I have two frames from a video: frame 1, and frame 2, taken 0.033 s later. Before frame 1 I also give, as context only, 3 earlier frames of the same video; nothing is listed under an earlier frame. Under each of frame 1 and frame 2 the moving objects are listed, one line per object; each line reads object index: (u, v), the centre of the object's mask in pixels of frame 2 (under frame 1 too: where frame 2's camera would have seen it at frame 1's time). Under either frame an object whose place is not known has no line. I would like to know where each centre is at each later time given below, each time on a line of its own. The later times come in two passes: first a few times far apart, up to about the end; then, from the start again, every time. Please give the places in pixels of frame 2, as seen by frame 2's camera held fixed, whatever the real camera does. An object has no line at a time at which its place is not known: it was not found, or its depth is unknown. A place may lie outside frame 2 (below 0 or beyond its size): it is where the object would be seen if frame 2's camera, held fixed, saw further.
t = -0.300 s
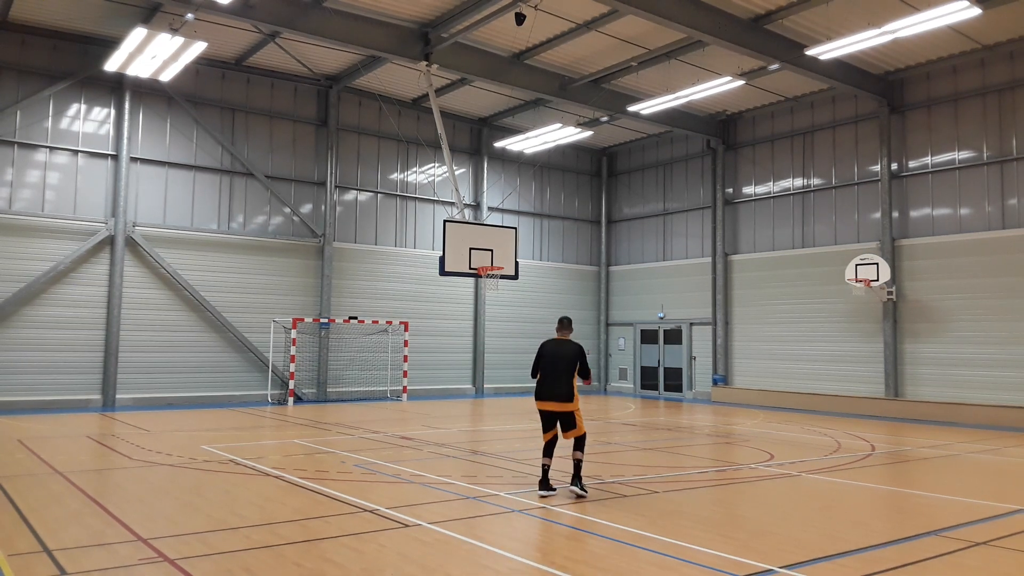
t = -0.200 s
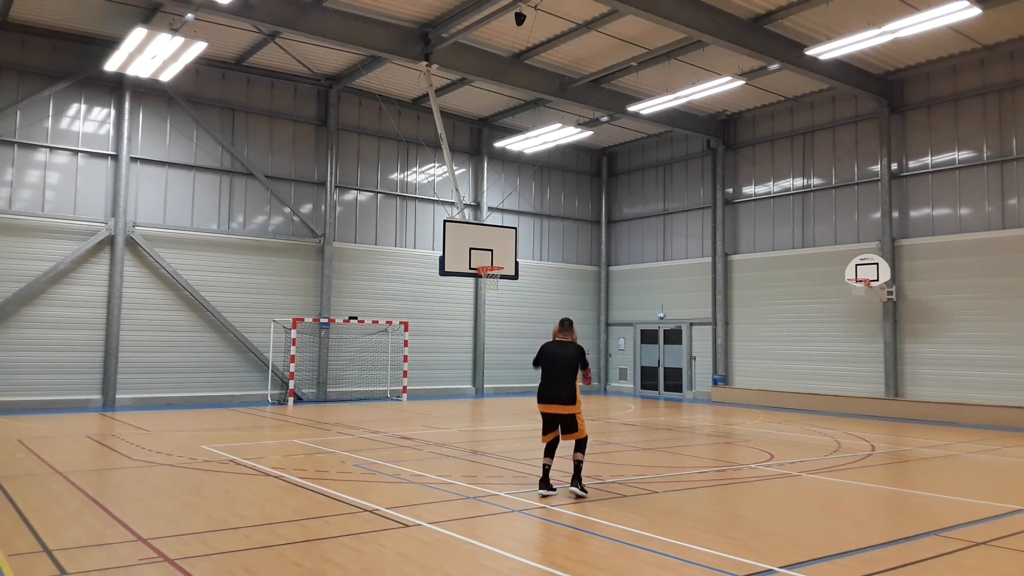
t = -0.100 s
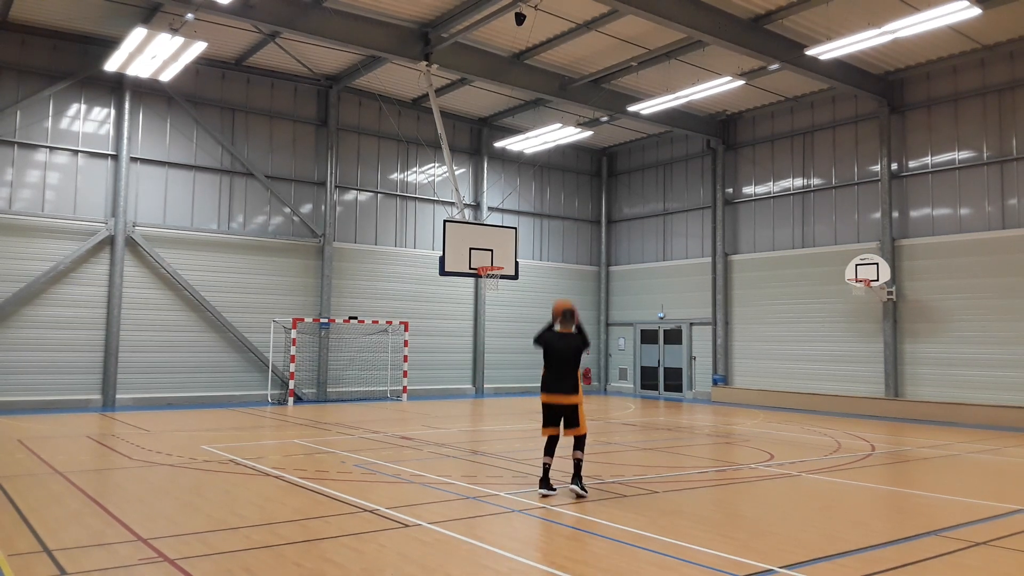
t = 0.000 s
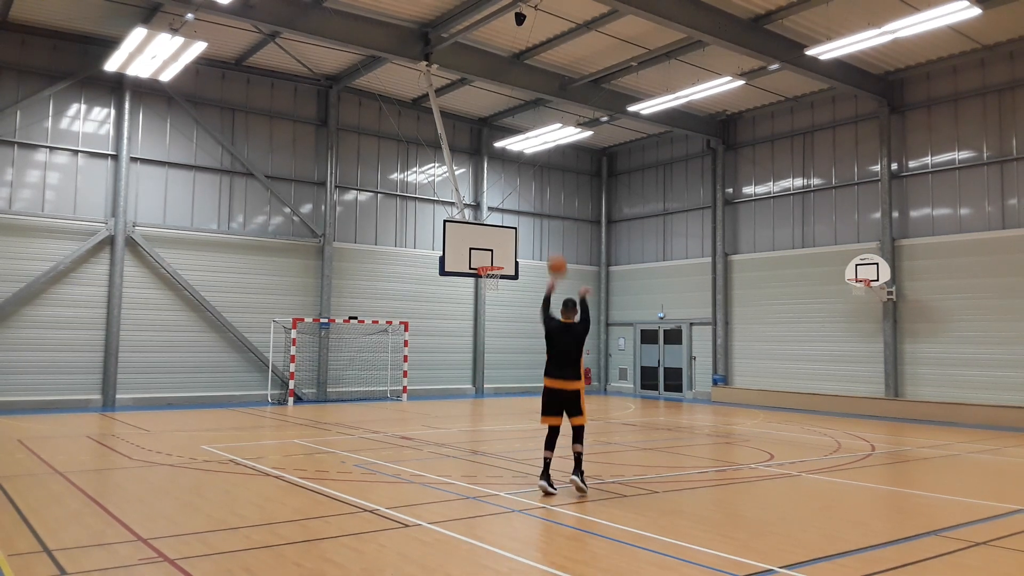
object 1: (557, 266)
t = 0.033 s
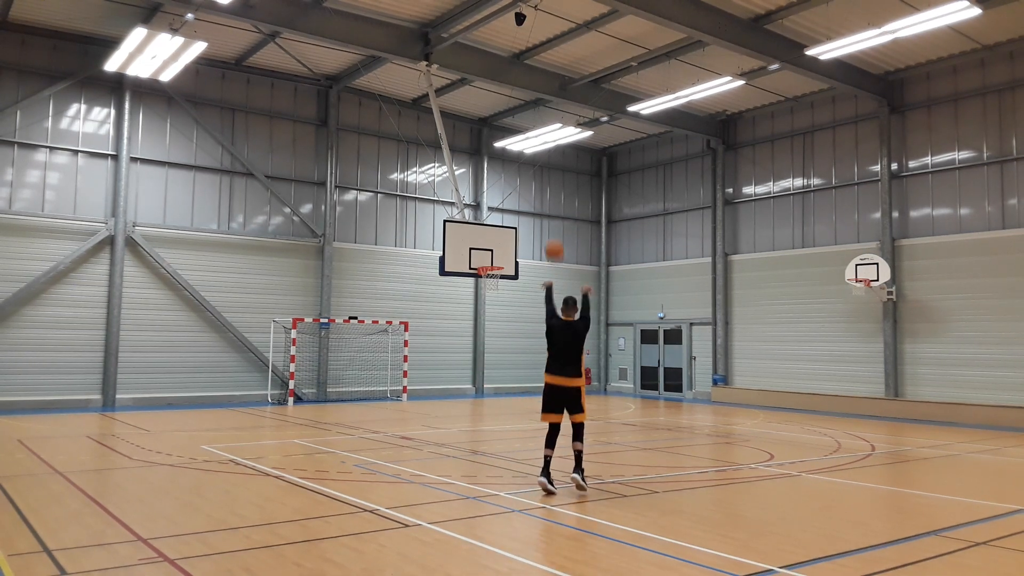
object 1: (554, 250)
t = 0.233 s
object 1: (538, 186)
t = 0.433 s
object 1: (525, 161)
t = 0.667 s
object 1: (512, 164)
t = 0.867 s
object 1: (504, 190)
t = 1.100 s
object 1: (494, 241)
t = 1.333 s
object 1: (491, 287)
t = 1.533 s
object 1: (492, 326)
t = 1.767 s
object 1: (494, 394)
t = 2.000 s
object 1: (495, 370)
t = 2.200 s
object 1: (496, 336)
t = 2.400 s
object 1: (496, 321)
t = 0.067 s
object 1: (551, 237)
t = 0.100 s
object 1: (548, 223)
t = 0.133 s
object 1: (546, 213)
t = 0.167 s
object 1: (543, 203)
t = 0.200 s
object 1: (540, 194)
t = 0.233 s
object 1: (538, 186)
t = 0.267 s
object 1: (536, 179)
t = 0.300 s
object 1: (533, 174)
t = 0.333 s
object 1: (531, 169)
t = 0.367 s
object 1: (529, 165)
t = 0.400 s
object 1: (527, 162)
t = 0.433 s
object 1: (525, 161)
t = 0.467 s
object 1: (523, 160)
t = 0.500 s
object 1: (521, 159)
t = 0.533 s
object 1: (519, 159)
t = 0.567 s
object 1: (518, 159)
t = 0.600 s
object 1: (516, 160)
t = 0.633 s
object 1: (514, 162)
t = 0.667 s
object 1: (512, 164)
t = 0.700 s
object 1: (511, 167)
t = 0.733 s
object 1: (509, 171)
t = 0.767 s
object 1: (508, 176)
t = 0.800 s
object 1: (506, 180)
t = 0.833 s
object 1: (505, 185)
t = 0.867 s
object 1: (504, 190)
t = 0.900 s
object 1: (502, 197)
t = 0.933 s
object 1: (501, 203)
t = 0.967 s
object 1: (499, 210)
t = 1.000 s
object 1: (498, 217)
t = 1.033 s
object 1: (497, 225)
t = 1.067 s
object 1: (496, 233)
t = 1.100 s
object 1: (494, 241)
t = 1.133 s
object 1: (494, 249)
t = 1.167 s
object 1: (492, 259)
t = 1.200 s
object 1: (492, 264)
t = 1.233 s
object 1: (491, 276)
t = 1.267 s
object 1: (490, 279)
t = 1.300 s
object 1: (490, 282)
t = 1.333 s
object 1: (491, 287)
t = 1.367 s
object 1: (491, 292)
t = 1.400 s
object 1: (491, 298)
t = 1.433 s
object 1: (492, 304)
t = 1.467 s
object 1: (492, 311)
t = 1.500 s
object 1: (492, 318)
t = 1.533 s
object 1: (492, 326)
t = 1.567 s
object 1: (493, 334)
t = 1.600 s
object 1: (493, 343)
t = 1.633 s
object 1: (493, 352)
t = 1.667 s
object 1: (493, 362)
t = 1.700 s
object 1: (494, 372)
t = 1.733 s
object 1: (494, 383)
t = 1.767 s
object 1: (494, 394)
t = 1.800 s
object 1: (494, 406)
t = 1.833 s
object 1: (494, 413)
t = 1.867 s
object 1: (495, 404)
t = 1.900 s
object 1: (495, 394)
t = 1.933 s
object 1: (495, 386)
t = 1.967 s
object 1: (495, 378)
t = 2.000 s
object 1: (495, 370)
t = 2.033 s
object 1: (495, 363)
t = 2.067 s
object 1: (495, 357)
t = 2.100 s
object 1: (495, 351)
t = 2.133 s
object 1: (495, 345)
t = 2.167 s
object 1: (495, 340)
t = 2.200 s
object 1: (496, 336)
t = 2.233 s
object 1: (496, 332)
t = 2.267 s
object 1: (496, 329)
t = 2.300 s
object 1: (496, 326)
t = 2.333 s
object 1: (496, 324)
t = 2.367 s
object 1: (496, 322)
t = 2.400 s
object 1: (496, 321)
